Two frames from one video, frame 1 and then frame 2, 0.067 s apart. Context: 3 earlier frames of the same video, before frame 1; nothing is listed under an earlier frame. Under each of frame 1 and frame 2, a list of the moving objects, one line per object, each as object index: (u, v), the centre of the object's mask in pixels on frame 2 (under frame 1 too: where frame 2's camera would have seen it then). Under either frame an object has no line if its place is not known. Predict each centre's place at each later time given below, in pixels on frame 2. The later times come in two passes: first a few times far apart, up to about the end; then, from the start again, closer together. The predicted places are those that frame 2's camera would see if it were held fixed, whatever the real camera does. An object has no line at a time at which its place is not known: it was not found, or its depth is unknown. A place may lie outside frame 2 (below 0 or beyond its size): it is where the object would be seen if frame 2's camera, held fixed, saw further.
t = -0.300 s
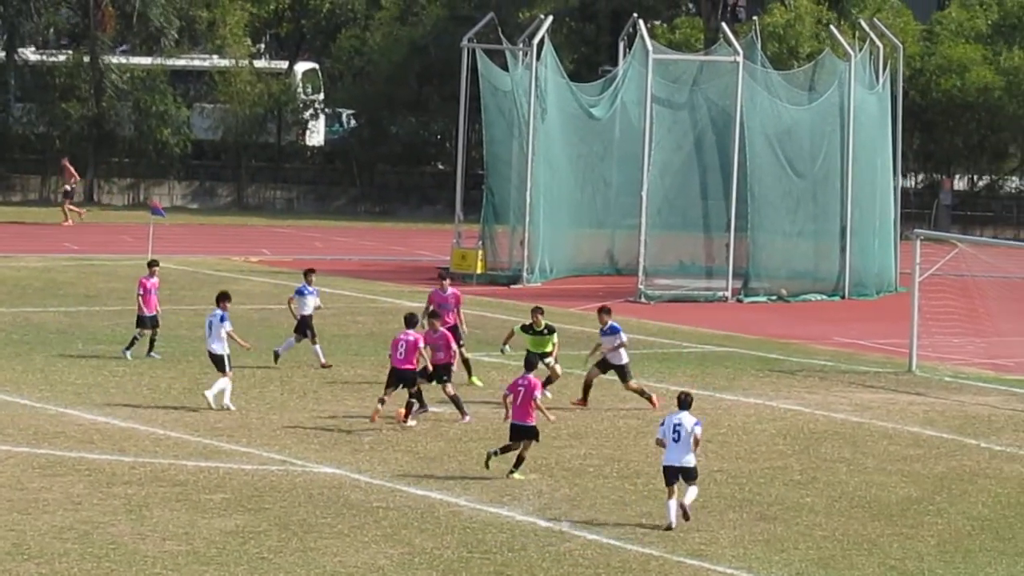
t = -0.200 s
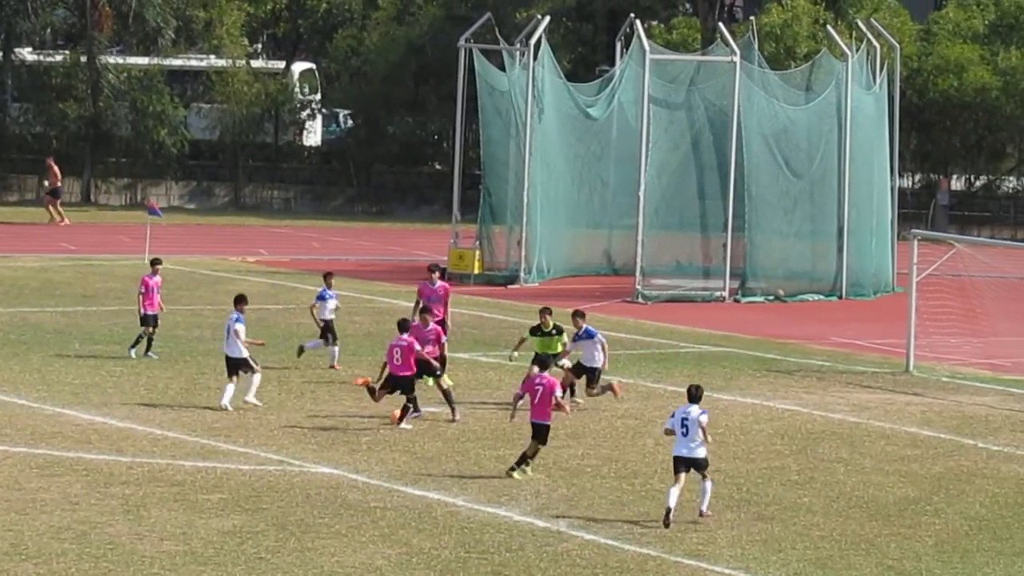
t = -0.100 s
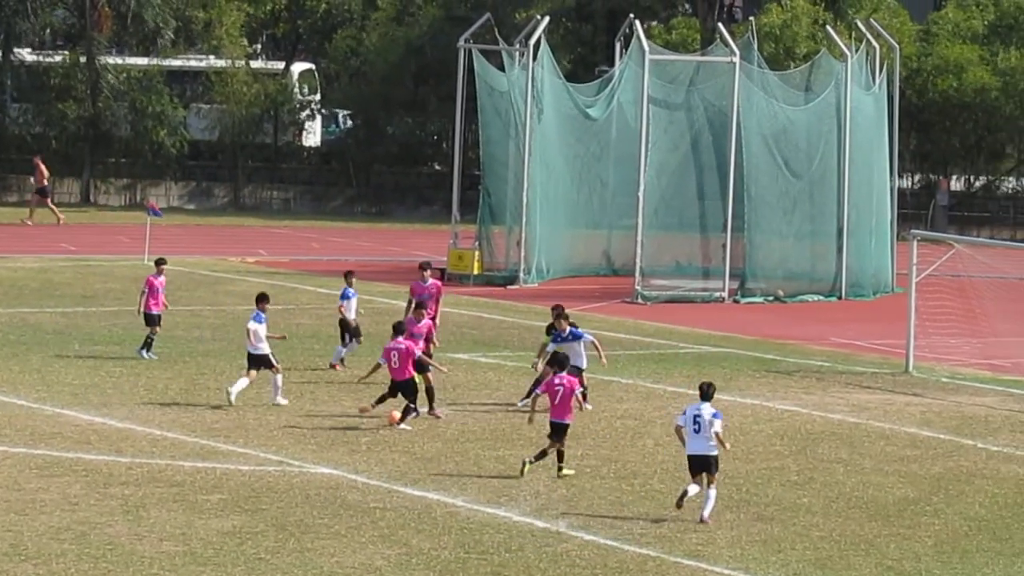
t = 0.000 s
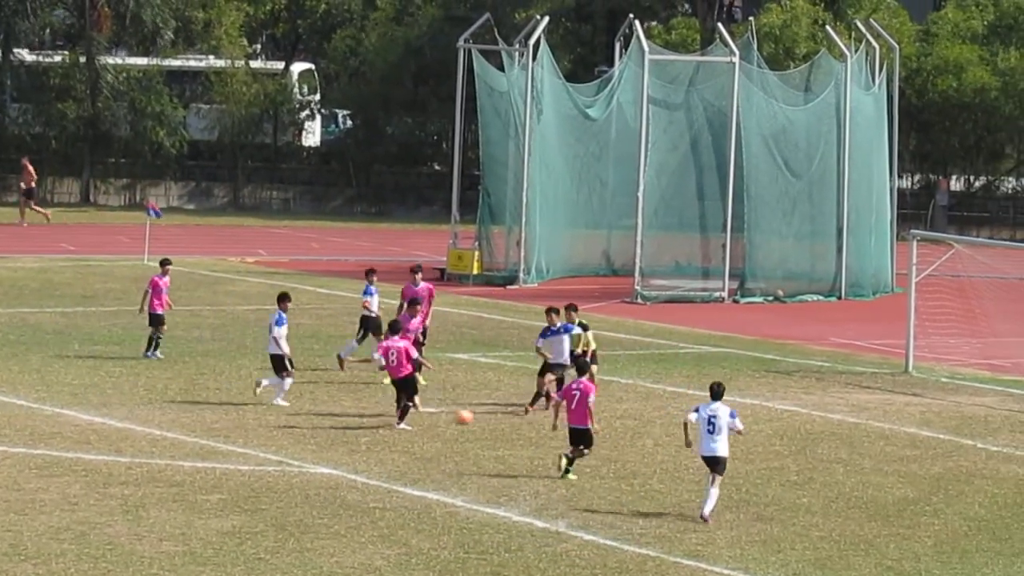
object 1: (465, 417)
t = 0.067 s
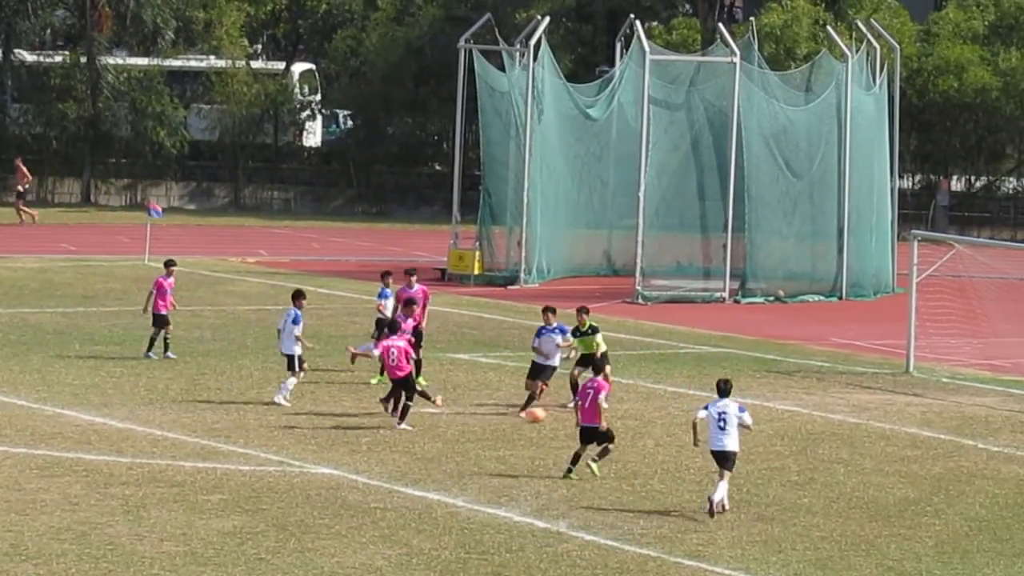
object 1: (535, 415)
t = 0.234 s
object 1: (704, 412)
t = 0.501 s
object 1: (926, 409)
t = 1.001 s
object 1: (1255, 403)
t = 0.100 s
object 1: (573, 414)
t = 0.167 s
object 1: (640, 413)
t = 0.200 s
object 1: (672, 414)
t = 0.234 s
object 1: (704, 412)
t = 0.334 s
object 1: (793, 412)
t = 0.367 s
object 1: (822, 412)
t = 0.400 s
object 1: (849, 410)
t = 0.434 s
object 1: (876, 408)
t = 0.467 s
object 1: (901, 408)
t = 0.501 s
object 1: (926, 409)
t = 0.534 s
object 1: (952, 410)
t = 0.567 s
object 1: (975, 409)
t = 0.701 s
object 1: (1061, 407)
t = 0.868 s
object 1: (1175, 405)
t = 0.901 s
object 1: (1195, 404)
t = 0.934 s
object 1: (1217, 403)
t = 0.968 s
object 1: (1234, 403)
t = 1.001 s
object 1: (1255, 403)
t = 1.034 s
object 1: (1274, 404)
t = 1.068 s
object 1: (1295, 407)
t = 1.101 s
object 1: (1313, 410)
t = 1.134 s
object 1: (1329, 414)
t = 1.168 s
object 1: (1339, 417)
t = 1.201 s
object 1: (1344, 420)
